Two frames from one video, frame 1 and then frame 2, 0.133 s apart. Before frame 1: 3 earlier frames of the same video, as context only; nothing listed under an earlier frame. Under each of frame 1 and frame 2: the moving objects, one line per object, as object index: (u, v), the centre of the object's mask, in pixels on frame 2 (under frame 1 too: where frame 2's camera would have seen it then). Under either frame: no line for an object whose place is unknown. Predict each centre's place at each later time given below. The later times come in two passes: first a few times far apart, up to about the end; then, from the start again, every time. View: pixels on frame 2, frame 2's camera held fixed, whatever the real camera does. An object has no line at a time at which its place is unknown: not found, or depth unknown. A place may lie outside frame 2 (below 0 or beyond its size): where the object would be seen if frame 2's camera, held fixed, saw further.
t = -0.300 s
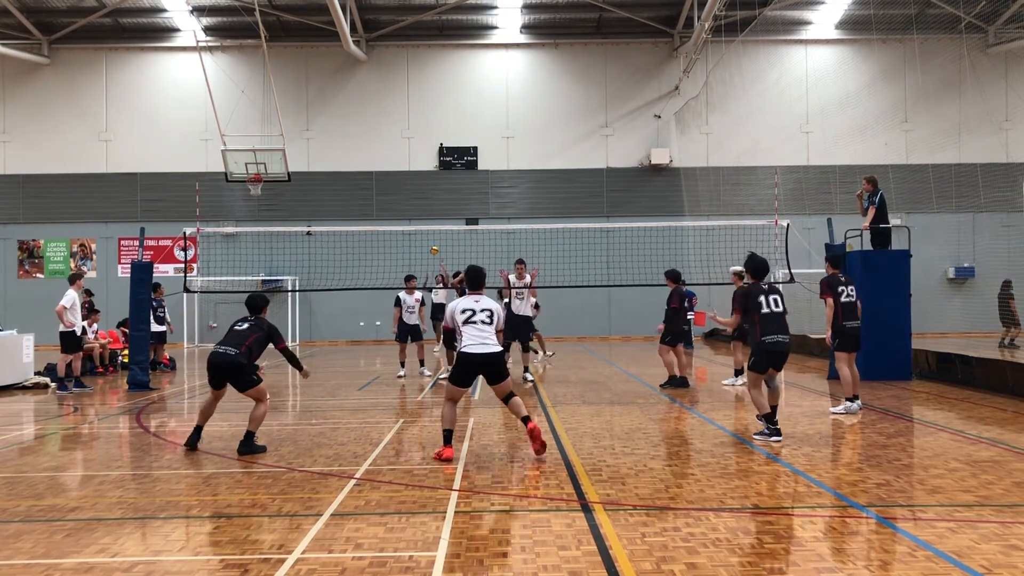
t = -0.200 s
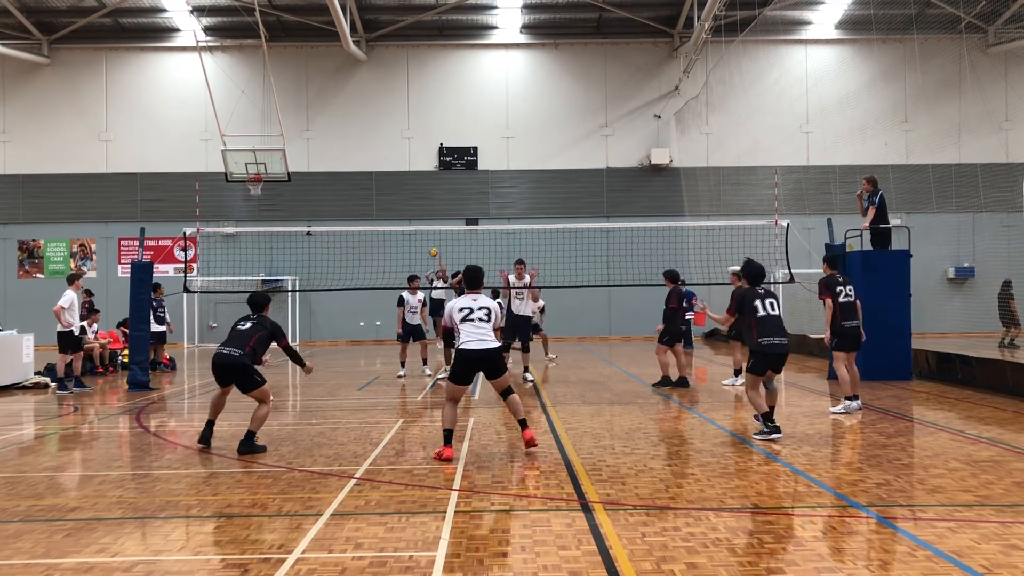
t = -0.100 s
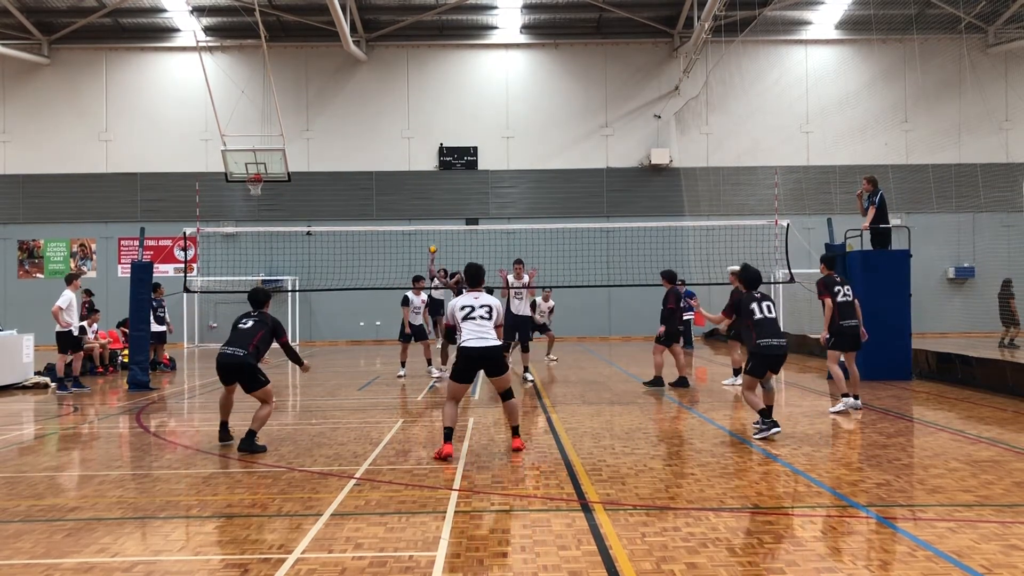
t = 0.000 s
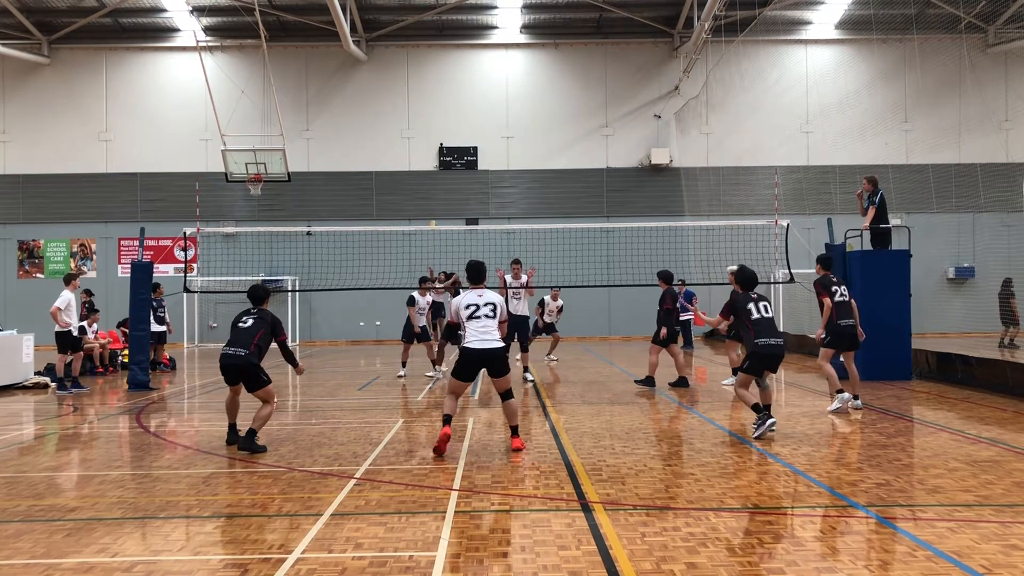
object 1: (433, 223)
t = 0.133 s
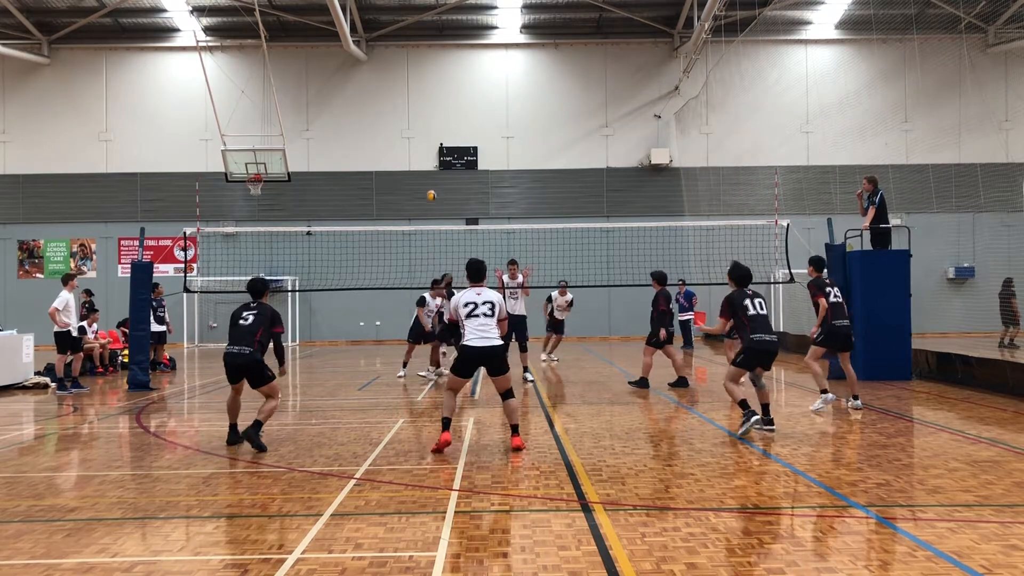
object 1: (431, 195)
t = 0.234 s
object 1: (428, 176)
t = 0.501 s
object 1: (417, 145)
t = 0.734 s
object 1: (404, 151)
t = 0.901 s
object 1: (394, 187)
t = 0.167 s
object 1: (431, 189)
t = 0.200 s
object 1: (430, 182)
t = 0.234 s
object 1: (428, 176)
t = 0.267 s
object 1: (427, 171)
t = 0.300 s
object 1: (425, 166)
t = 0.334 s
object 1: (424, 162)
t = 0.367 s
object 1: (423, 157)
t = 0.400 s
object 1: (421, 154)
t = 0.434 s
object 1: (420, 150)
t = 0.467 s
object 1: (419, 147)
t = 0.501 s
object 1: (417, 145)
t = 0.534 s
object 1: (415, 143)
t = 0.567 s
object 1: (414, 142)
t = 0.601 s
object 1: (412, 142)
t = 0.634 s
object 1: (410, 142)
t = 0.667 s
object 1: (408, 144)
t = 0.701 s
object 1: (406, 147)
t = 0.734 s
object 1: (404, 151)
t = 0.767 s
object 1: (402, 156)
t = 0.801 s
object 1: (400, 162)
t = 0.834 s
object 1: (398, 169)
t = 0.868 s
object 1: (396, 178)
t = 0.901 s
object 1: (394, 187)
